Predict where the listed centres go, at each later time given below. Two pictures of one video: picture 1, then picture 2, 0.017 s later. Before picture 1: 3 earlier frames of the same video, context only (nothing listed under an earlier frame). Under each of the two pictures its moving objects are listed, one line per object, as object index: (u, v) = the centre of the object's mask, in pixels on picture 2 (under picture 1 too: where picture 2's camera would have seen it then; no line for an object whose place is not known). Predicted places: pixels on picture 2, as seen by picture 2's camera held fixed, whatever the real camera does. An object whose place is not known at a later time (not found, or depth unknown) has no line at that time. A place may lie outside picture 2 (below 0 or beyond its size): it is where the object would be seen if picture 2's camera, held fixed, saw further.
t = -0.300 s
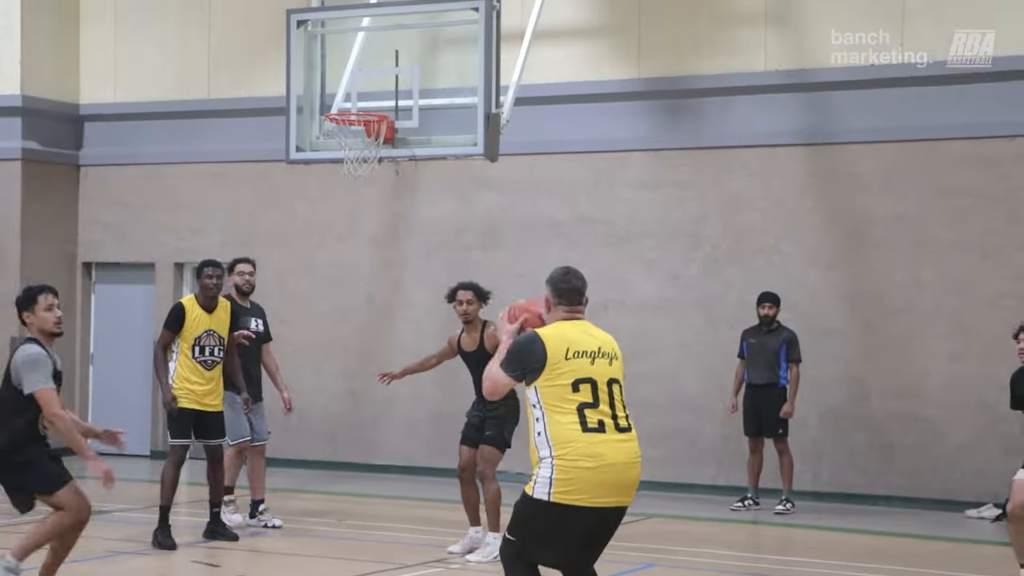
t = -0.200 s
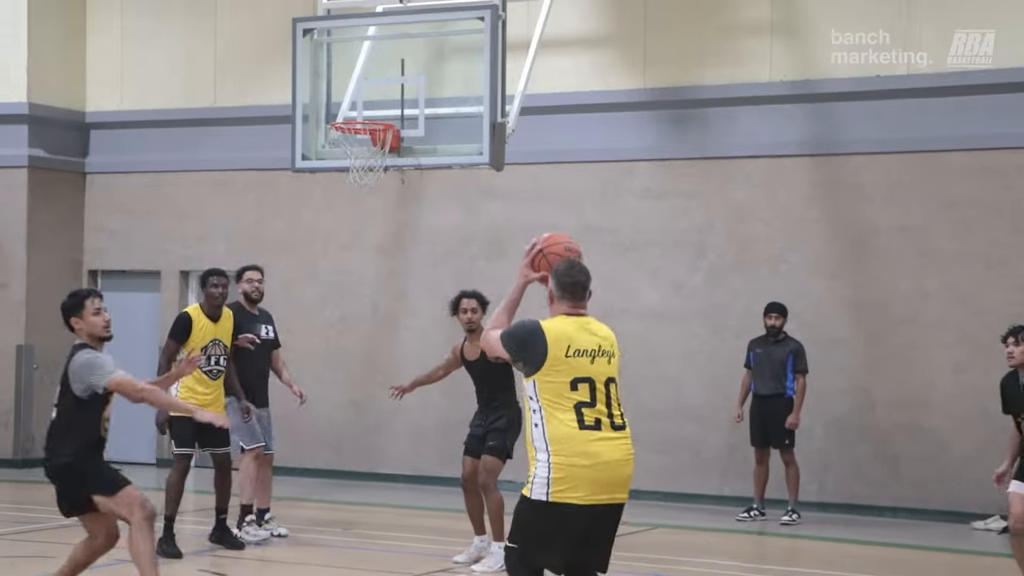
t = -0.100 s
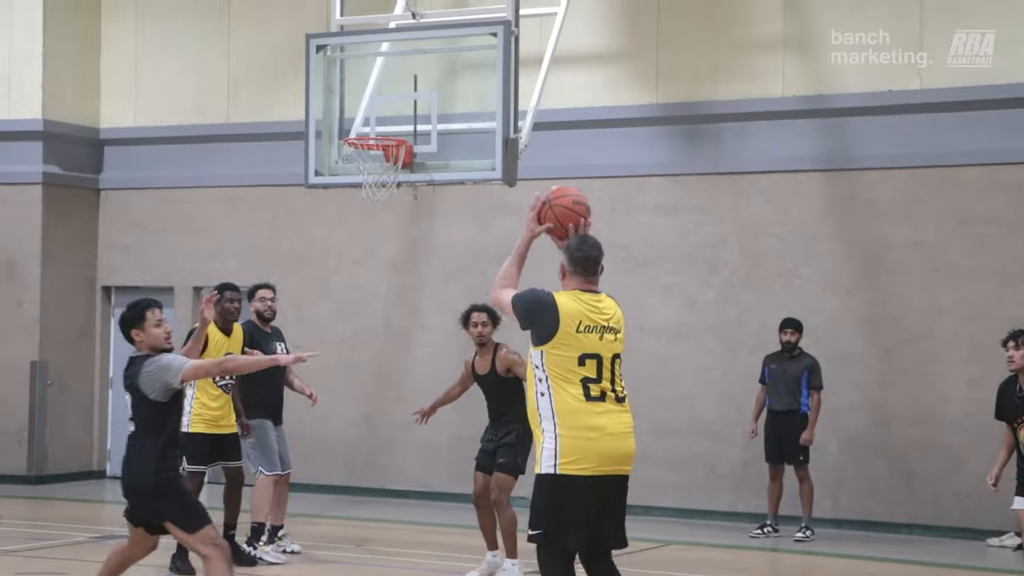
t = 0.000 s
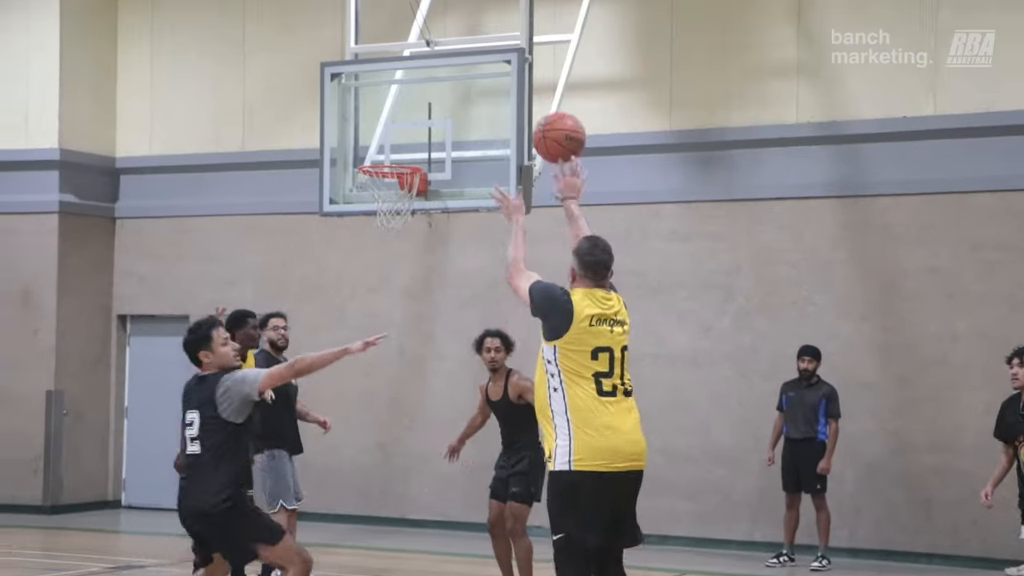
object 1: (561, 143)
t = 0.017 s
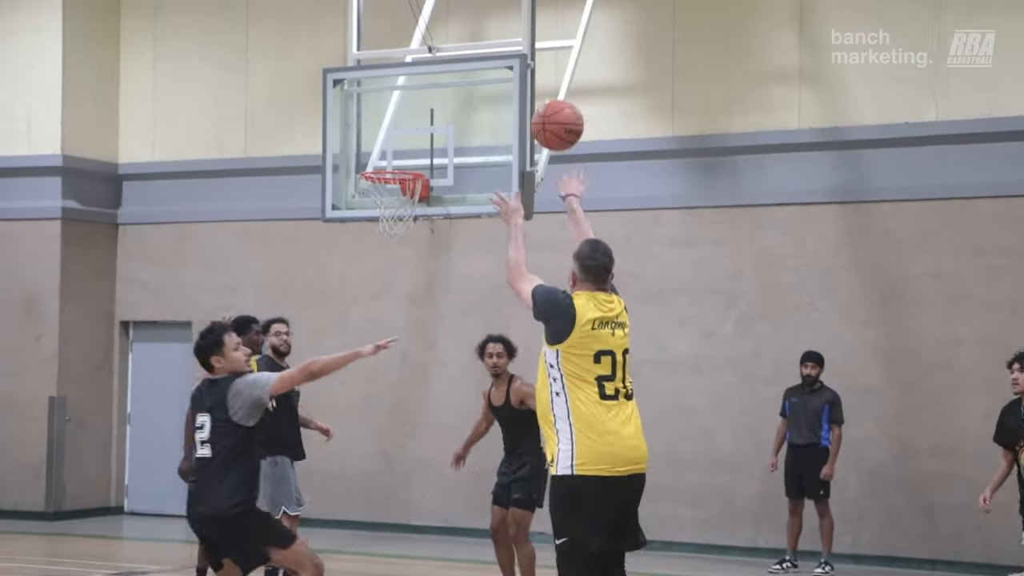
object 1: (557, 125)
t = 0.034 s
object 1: (554, 108)
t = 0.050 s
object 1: (551, 91)
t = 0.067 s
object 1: (547, 76)
